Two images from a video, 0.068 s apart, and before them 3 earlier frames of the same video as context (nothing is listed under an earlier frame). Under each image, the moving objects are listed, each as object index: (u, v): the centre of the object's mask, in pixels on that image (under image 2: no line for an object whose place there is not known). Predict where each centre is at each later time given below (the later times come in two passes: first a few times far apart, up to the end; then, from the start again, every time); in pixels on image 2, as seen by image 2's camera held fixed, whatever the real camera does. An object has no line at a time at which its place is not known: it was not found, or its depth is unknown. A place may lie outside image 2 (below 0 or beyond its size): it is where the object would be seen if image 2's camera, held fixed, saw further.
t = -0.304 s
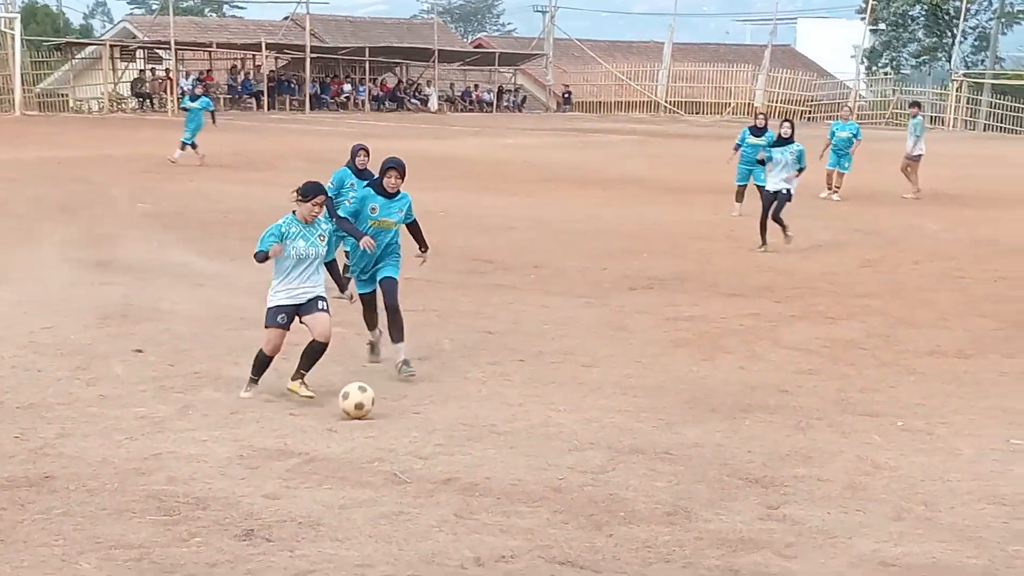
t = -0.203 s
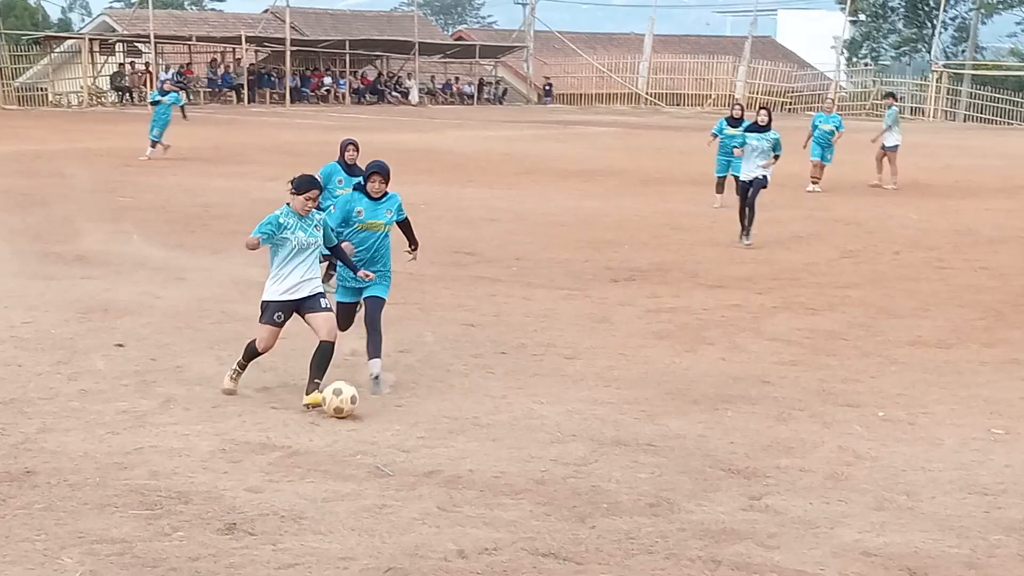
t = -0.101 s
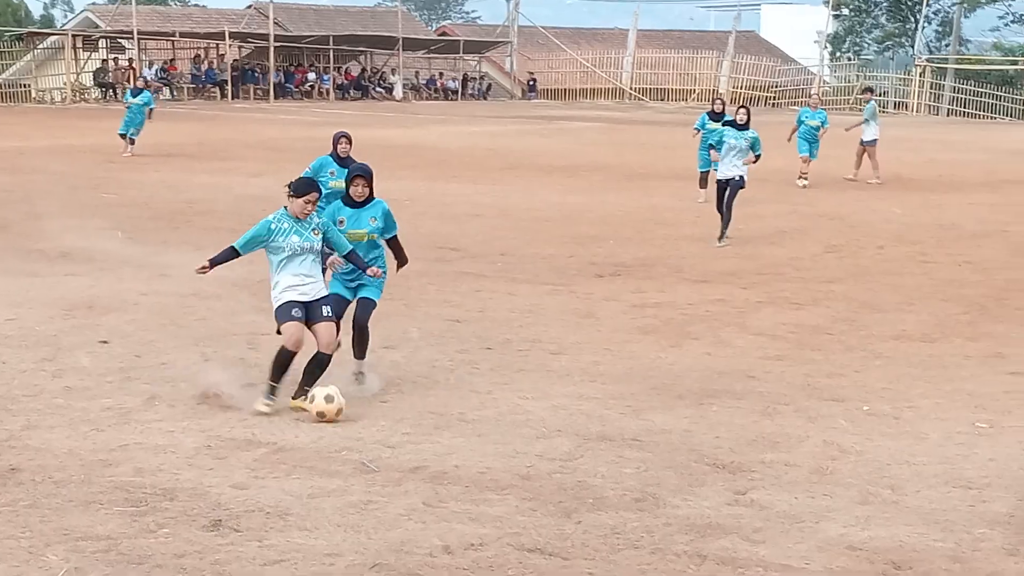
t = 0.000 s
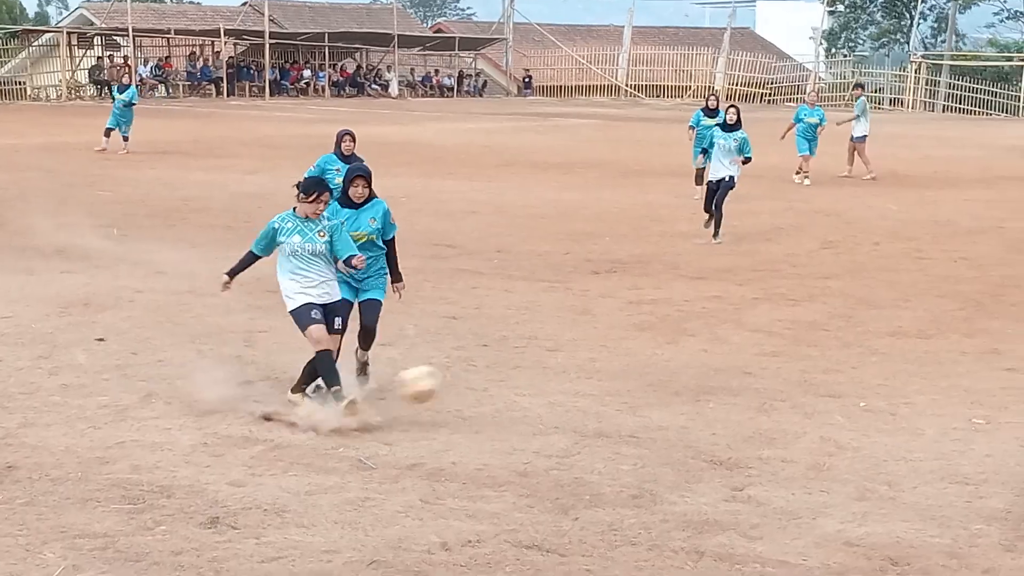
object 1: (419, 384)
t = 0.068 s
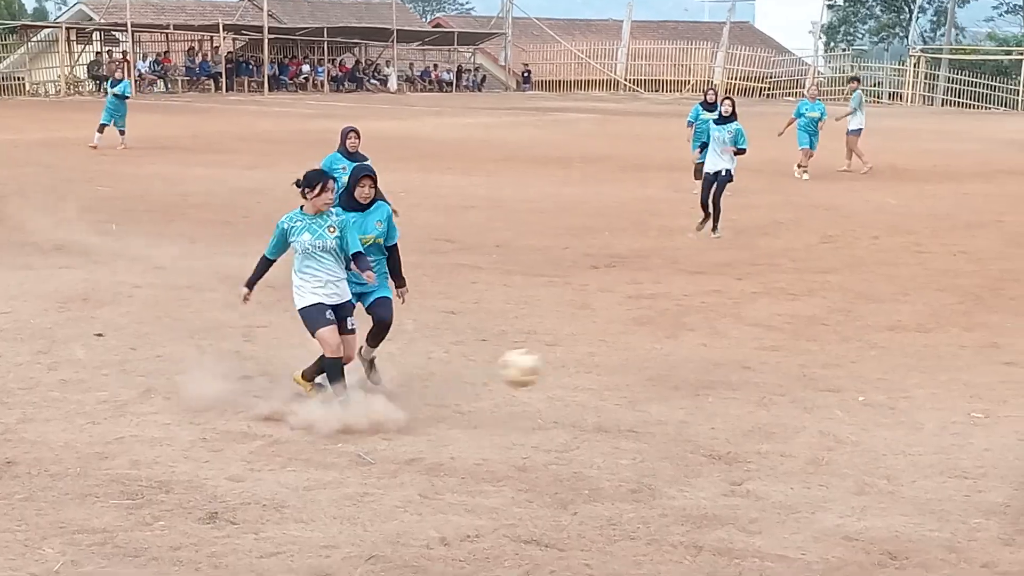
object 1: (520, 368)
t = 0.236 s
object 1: (789, 374)
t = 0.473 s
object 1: (1203, 467)
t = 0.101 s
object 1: (574, 365)
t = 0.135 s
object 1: (626, 364)
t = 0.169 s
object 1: (680, 365)
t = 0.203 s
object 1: (733, 368)
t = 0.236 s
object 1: (789, 374)
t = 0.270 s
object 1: (845, 381)
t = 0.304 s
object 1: (902, 390)
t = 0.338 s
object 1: (960, 401)
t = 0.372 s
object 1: (1018, 414)
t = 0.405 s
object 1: (1079, 429)
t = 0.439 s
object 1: (1140, 447)
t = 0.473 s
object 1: (1203, 467)
